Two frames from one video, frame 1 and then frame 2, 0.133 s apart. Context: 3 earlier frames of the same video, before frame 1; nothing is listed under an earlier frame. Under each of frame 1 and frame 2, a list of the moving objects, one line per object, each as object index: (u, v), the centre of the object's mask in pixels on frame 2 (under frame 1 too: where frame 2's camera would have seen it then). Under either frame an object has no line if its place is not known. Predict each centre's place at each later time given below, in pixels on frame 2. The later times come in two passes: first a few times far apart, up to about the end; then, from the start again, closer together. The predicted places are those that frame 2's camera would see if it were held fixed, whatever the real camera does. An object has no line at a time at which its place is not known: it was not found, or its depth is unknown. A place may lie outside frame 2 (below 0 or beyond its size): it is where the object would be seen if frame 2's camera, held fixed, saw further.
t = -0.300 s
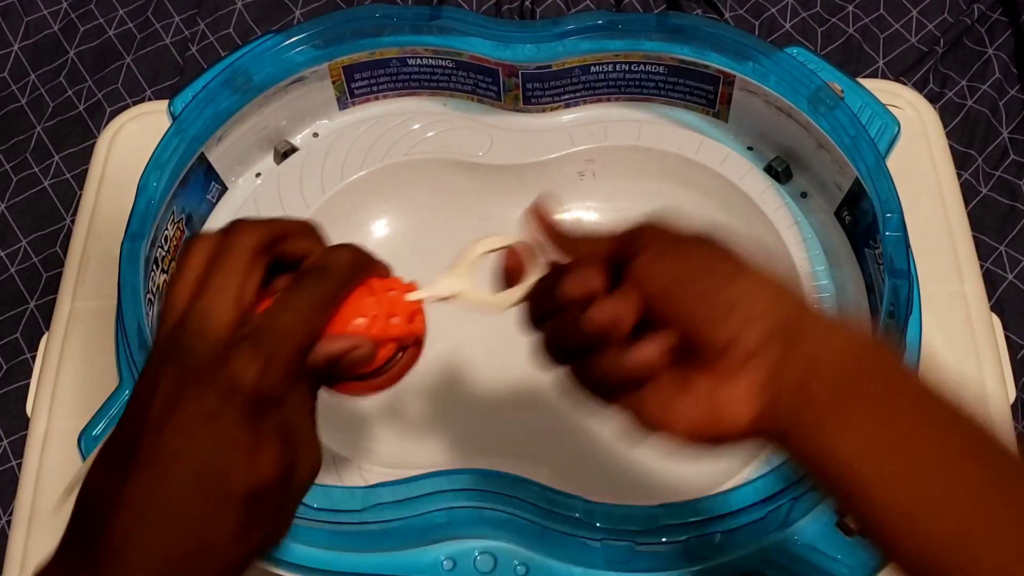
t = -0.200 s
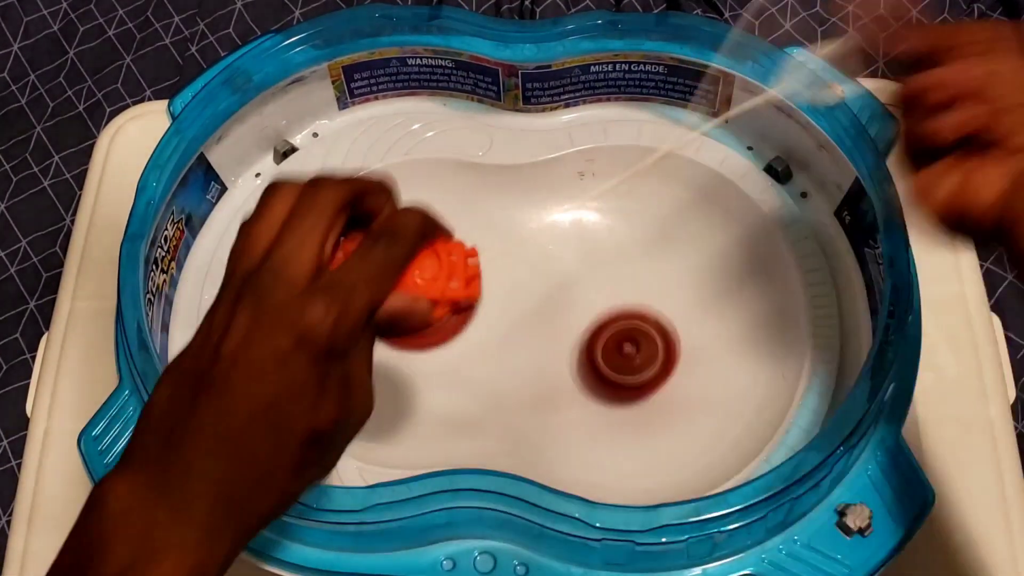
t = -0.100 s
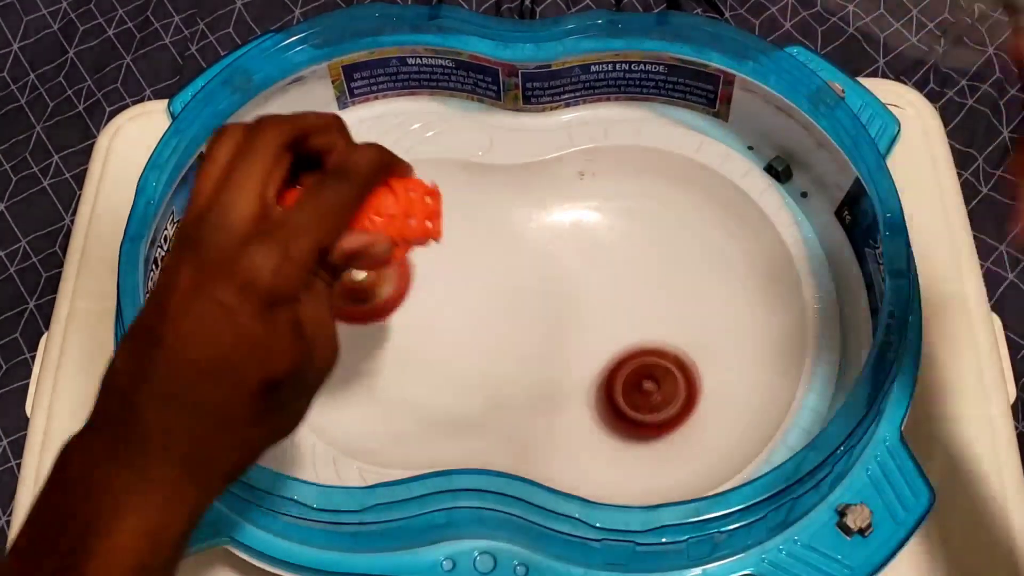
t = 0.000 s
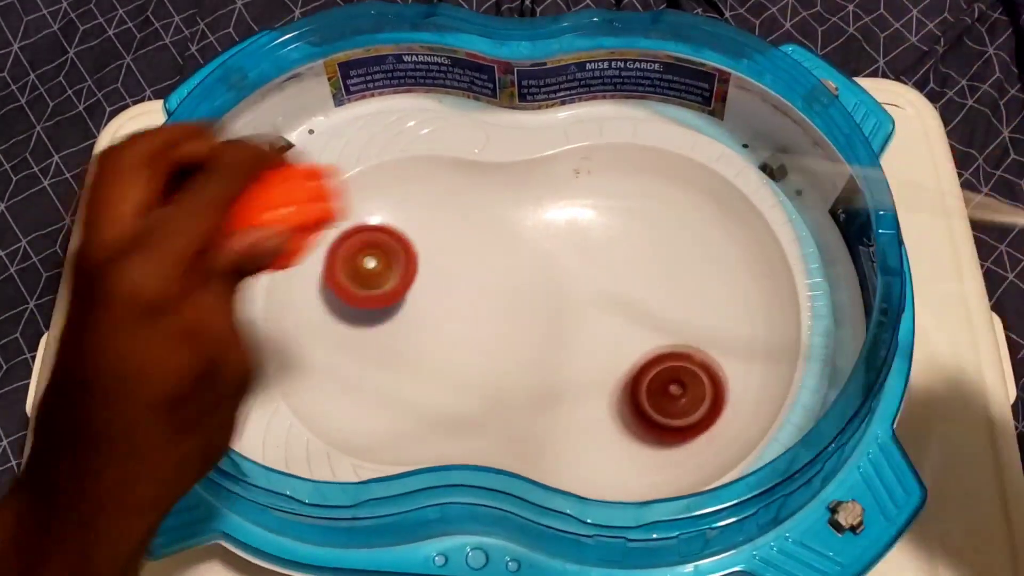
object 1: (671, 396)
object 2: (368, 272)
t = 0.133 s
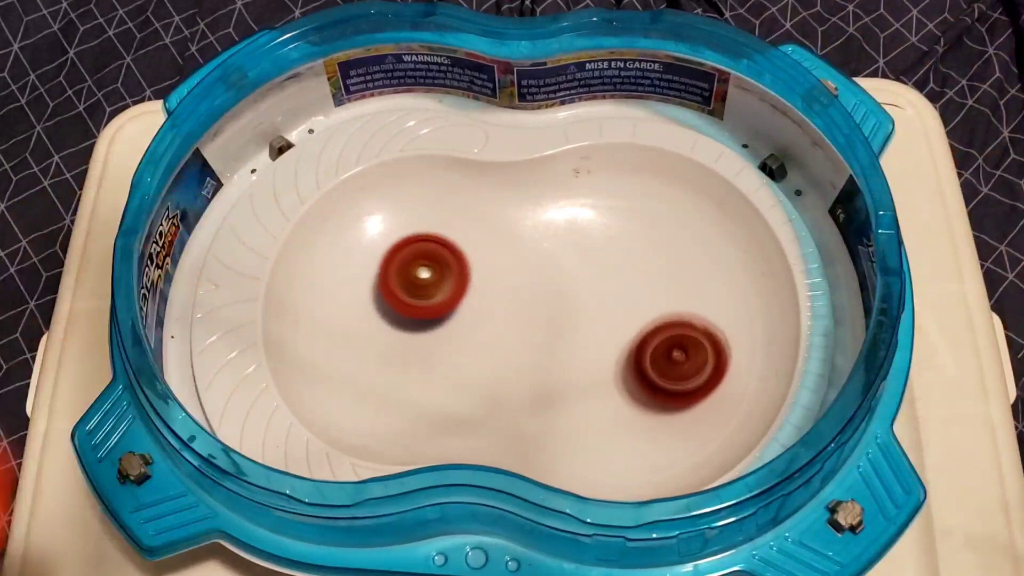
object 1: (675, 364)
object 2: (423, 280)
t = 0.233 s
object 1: (661, 336)
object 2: (471, 283)
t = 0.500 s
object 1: (646, 400)
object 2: (549, 284)
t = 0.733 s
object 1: (656, 356)
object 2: (542, 293)
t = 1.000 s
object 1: (633, 370)
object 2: (393, 247)
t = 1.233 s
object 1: (614, 379)
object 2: (339, 391)
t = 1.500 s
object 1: (711, 302)
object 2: (652, 423)
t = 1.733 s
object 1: (566, 145)
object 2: (653, 270)
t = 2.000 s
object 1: (230, 336)
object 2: (467, 384)
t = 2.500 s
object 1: (548, 226)
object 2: (750, 248)
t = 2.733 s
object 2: (576, 189)
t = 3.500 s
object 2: (428, 175)
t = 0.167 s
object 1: (673, 353)
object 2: (438, 281)
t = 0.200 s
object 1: (668, 343)
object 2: (455, 281)
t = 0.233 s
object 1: (661, 336)
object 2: (471, 283)
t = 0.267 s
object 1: (651, 333)
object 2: (489, 286)
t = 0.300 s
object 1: (639, 333)
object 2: (509, 291)
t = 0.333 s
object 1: (626, 337)
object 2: (531, 296)
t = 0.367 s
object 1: (627, 351)
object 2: (543, 292)
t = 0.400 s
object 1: (632, 366)
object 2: (549, 289)
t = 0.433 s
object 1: (636, 380)
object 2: (552, 287)
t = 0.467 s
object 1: (641, 391)
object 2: (551, 285)
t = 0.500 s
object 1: (646, 400)
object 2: (549, 284)
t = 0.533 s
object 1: (651, 404)
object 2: (547, 283)
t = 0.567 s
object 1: (657, 404)
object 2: (542, 283)
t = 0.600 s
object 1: (663, 399)
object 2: (539, 283)
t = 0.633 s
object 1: (667, 391)
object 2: (536, 284)
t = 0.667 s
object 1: (668, 379)
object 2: (535, 286)
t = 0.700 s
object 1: (665, 367)
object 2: (537, 289)
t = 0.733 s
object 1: (656, 356)
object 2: (542, 293)
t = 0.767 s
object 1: (643, 346)
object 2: (551, 298)
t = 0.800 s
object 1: (646, 351)
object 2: (543, 290)
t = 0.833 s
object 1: (651, 359)
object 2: (528, 281)
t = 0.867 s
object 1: (651, 363)
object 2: (507, 272)
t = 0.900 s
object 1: (646, 366)
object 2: (481, 266)
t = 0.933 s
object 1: (642, 368)
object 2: (453, 259)
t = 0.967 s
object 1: (637, 369)
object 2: (424, 252)
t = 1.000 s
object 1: (633, 370)
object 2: (393, 247)
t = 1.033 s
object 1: (628, 372)
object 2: (363, 250)
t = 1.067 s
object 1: (624, 373)
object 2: (336, 260)
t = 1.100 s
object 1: (621, 374)
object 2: (315, 277)
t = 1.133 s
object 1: (619, 376)
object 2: (302, 301)
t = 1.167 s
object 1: (617, 377)
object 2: (300, 330)
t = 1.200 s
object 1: (615, 379)
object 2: (312, 361)
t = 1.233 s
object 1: (614, 379)
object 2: (339, 391)
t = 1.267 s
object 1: (614, 380)
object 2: (382, 415)
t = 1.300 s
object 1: (616, 380)
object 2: (434, 421)
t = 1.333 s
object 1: (616, 380)
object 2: (490, 420)
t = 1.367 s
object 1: (623, 378)
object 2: (545, 421)
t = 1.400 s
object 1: (652, 361)
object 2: (575, 415)
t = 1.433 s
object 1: (678, 343)
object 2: (600, 420)
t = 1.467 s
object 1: (698, 324)
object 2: (625, 432)
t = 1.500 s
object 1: (711, 302)
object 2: (652, 423)
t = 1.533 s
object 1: (713, 285)
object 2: (680, 403)
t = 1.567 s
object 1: (712, 265)
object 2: (703, 370)
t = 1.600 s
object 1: (696, 248)
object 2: (715, 333)
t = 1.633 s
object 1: (677, 201)
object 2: (712, 320)
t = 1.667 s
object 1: (643, 171)
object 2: (700, 305)
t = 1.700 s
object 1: (602, 157)
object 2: (681, 288)
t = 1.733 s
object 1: (566, 145)
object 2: (653, 270)
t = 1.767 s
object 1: (532, 152)
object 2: (620, 257)
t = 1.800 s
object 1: (497, 171)
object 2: (584, 247)
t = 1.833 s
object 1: (462, 203)
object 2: (544, 243)
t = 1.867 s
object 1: (397, 208)
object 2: (526, 272)
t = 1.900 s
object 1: (335, 214)
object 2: (507, 307)
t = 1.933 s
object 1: (299, 249)
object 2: (488, 338)
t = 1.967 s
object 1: (262, 292)
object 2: (473, 363)
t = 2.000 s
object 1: (230, 336)
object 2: (467, 384)
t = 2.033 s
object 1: (207, 375)
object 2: (464, 402)
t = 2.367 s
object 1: (537, 320)
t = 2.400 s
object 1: (543, 291)
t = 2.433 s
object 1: (546, 265)
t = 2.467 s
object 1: (548, 243)
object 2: (768, 276)
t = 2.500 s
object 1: (548, 226)
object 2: (750, 248)
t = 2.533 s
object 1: (546, 213)
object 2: (715, 224)
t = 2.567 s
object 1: (543, 209)
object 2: (666, 203)
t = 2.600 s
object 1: (524, 214)
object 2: (631, 182)
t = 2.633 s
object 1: (482, 227)
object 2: (620, 163)
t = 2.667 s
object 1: (441, 246)
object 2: (607, 158)
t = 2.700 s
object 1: (403, 262)
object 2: (593, 167)
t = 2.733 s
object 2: (576, 189)
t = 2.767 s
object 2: (556, 217)
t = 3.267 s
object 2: (754, 317)
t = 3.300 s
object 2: (734, 270)
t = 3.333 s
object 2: (697, 225)
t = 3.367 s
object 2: (646, 188)
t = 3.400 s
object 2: (595, 164)
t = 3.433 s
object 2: (538, 156)
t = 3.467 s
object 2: (483, 161)
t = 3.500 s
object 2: (428, 175)
